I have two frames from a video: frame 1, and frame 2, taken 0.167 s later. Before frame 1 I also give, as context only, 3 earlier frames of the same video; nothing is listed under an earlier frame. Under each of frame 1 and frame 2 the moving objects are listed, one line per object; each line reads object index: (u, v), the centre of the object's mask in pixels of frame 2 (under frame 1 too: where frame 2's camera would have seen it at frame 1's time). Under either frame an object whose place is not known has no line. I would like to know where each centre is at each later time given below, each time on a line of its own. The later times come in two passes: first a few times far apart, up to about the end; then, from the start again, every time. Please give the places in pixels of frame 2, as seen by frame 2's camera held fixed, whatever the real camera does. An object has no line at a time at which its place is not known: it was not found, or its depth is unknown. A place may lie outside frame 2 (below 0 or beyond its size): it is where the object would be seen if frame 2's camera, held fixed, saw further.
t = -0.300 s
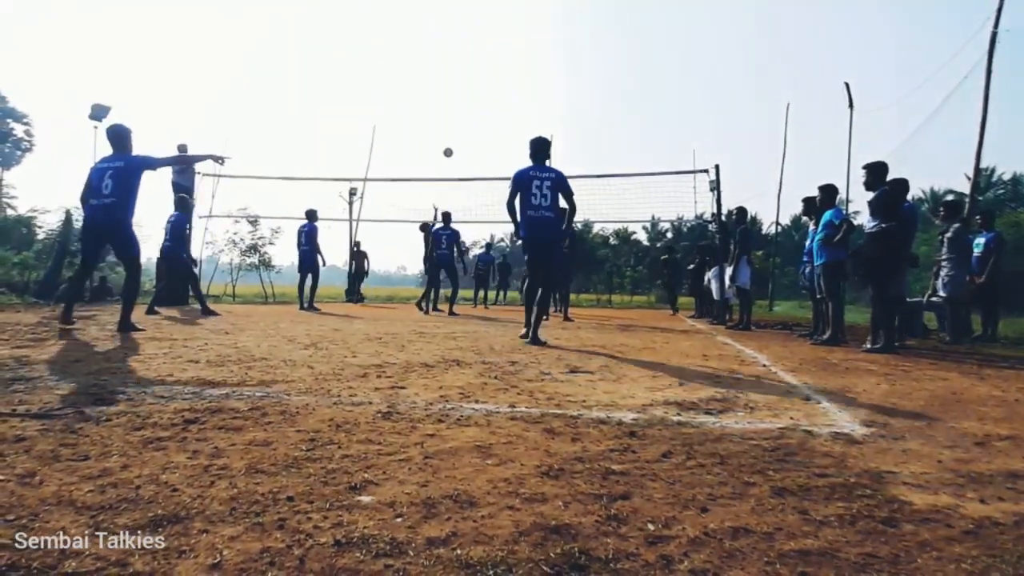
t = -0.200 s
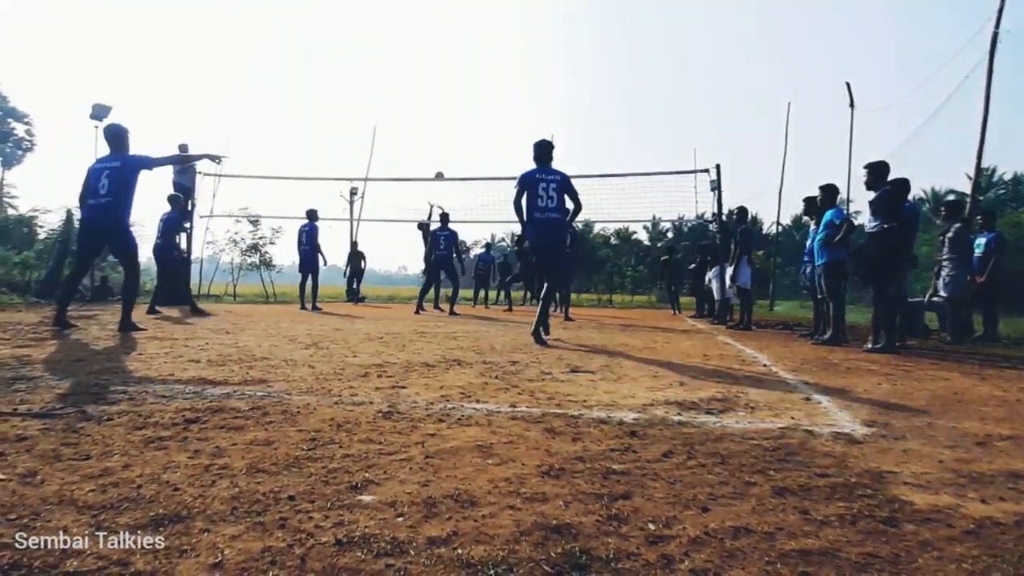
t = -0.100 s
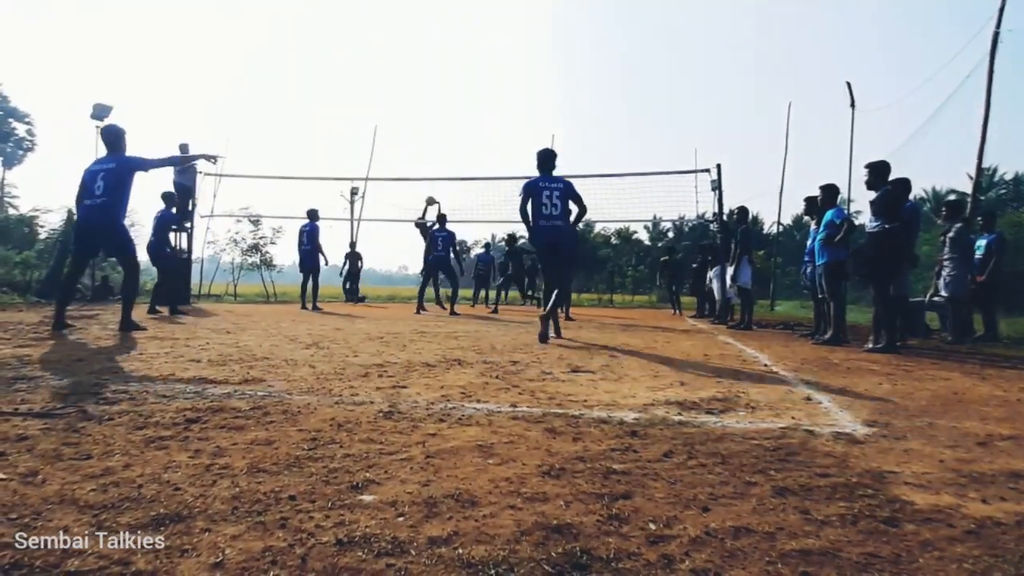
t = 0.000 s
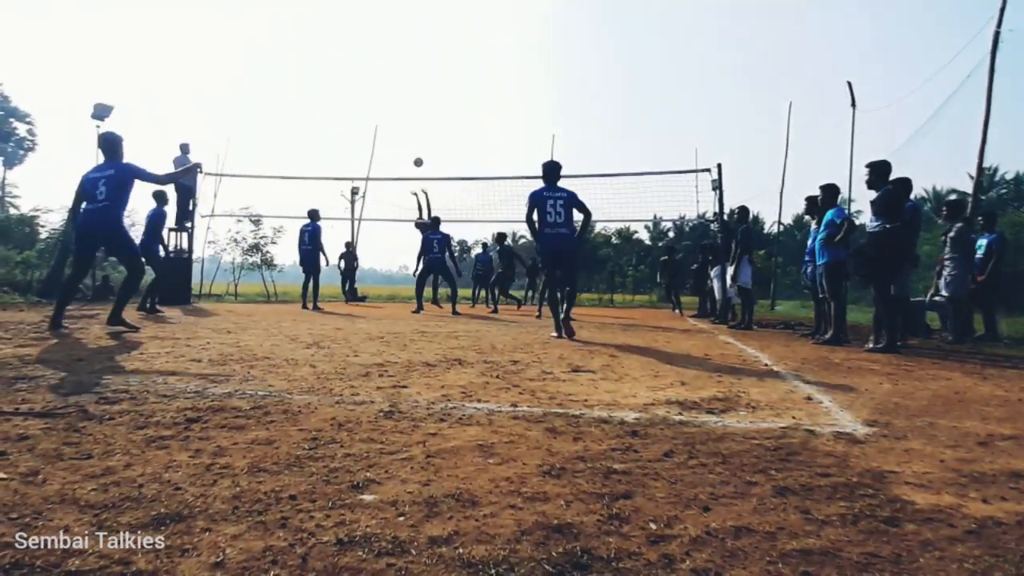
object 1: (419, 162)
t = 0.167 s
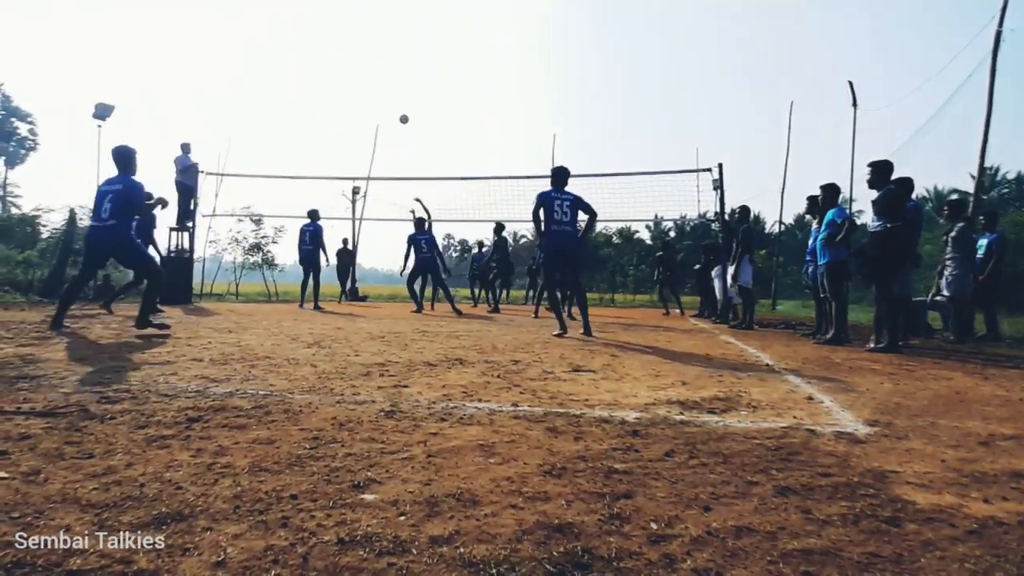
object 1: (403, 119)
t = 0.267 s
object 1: (394, 100)
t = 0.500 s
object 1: (373, 77)
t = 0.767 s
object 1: (349, 82)
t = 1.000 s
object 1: (329, 114)
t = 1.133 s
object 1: (317, 143)
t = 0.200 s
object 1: (400, 112)
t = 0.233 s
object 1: (397, 106)
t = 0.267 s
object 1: (394, 100)
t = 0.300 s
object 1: (391, 95)
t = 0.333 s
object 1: (388, 91)
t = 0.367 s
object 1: (385, 87)
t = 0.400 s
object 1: (382, 84)
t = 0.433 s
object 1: (379, 81)
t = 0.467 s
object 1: (376, 78)
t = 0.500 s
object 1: (373, 77)
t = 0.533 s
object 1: (370, 76)
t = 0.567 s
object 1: (367, 75)
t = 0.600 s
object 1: (364, 75)
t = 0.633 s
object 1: (361, 75)
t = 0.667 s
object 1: (358, 76)
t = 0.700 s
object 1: (355, 77)
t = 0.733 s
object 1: (352, 79)
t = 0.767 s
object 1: (349, 82)
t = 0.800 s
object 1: (346, 85)
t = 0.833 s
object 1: (343, 88)
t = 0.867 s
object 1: (340, 92)
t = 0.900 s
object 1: (337, 97)
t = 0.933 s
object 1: (334, 102)
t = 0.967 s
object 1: (331, 108)
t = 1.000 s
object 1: (329, 114)
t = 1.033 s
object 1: (326, 120)
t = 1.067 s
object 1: (323, 127)
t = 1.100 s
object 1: (320, 135)
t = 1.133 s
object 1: (317, 143)
